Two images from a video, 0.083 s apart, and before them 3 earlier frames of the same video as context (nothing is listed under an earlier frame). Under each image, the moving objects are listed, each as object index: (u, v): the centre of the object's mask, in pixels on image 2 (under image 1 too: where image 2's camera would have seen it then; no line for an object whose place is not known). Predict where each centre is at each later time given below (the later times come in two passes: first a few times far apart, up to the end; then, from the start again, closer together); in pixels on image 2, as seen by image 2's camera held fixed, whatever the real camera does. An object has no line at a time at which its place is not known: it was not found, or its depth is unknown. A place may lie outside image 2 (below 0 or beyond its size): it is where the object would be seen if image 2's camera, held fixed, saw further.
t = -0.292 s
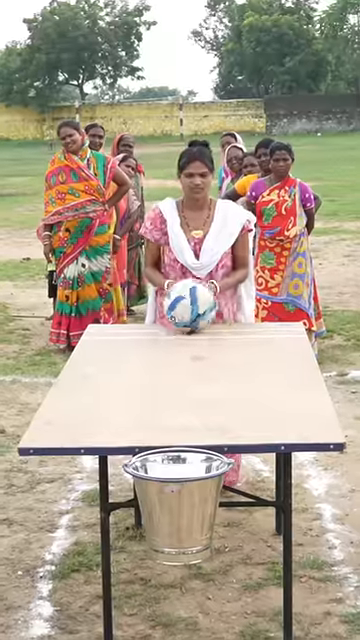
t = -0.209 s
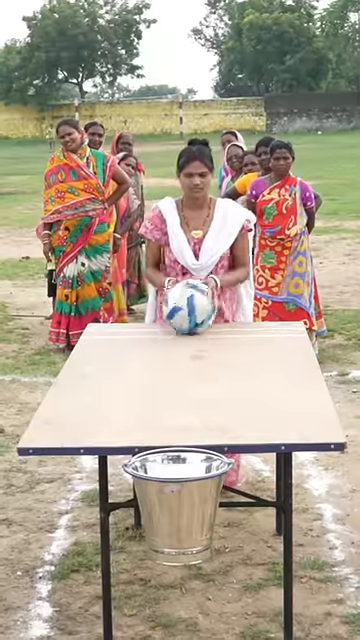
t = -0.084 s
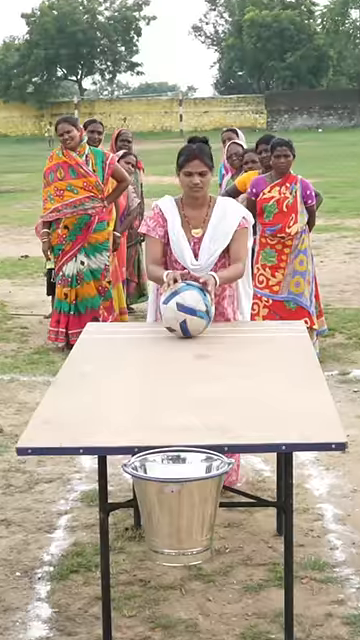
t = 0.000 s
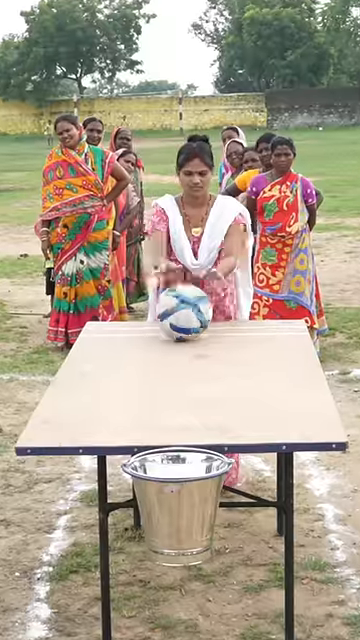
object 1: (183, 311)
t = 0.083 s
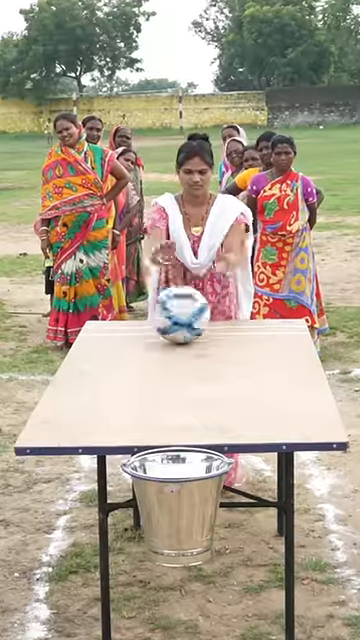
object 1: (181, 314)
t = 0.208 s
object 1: (176, 319)
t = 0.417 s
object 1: (171, 331)
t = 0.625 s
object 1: (165, 343)
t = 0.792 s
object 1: (161, 353)
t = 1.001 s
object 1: (160, 364)
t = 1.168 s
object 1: (161, 380)
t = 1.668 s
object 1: (163, 440)
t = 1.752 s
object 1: (190, 441)
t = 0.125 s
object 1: (179, 316)
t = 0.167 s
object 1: (177, 318)
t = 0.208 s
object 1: (176, 319)
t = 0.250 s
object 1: (174, 322)
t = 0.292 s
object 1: (173, 324)
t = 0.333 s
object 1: (173, 326)
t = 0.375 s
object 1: (171, 329)
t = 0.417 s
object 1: (171, 331)
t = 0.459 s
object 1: (170, 334)
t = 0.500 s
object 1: (169, 336)
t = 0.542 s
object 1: (167, 338)
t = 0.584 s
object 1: (166, 340)
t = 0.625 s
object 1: (165, 343)
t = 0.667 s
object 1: (164, 345)
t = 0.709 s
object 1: (165, 348)
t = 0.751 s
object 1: (162, 350)
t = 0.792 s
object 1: (161, 353)
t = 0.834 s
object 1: (161, 355)
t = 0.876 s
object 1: (159, 357)
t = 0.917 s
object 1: (159, 359)
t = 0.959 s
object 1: (160, 362)
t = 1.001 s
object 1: (160, 364)
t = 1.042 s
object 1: (160, 367)
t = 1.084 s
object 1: (160, 374)
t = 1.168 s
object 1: (161, 380)
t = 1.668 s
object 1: (163, 440)
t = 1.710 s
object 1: (178, 447)
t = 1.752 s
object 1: (190, 441)
